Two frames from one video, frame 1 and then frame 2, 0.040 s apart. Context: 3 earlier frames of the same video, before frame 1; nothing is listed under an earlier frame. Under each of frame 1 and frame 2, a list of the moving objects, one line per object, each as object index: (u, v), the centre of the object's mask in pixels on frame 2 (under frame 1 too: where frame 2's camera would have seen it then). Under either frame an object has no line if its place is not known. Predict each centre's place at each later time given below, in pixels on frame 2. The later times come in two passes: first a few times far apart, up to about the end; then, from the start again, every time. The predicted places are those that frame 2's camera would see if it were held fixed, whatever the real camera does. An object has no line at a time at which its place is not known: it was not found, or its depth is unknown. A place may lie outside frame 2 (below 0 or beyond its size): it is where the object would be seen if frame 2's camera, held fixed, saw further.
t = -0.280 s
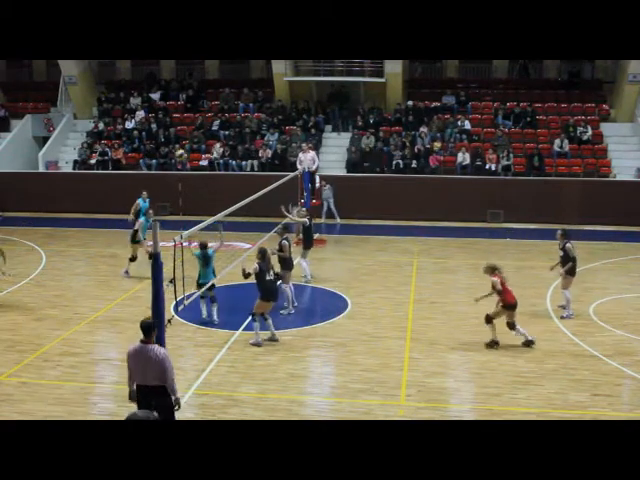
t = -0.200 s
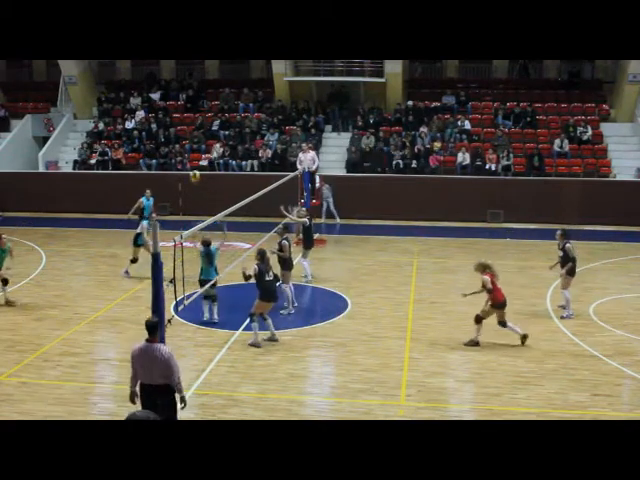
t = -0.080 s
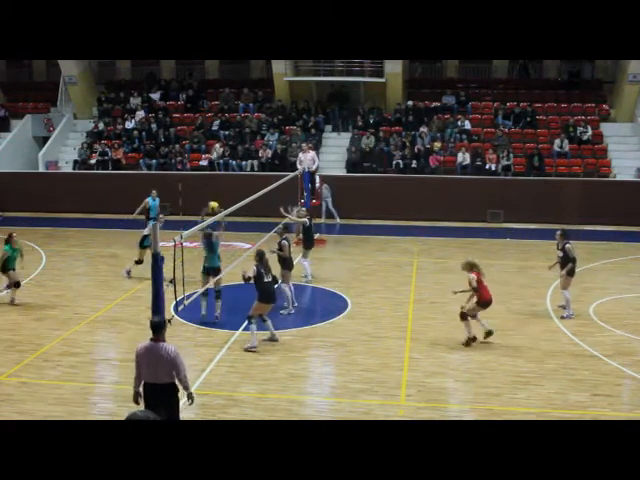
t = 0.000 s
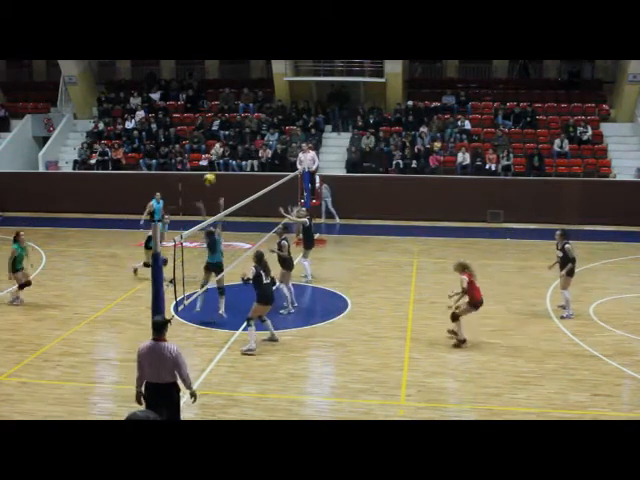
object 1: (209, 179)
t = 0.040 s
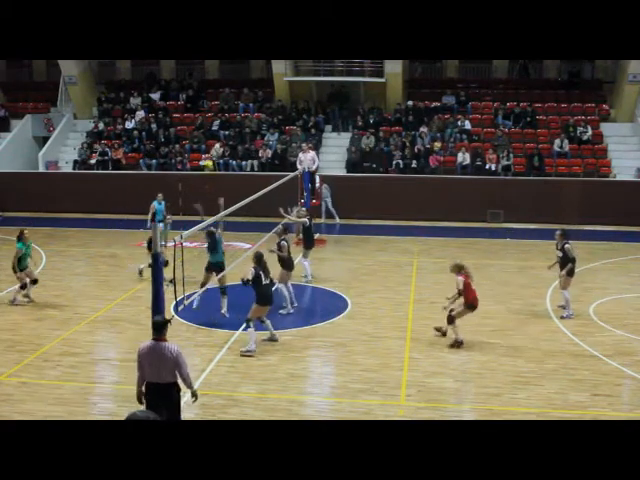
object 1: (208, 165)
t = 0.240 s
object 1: (198, 110)
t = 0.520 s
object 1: (185, 69)
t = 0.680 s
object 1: (178, 66)
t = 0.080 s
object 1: (206, 152)
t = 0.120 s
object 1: (204, 139)
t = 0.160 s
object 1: (201, 130)
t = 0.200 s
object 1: (200, 119)
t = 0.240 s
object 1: (198, 110)
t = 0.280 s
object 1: (197, 102)
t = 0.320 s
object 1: (194, 94)
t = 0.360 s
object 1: (192, 87)
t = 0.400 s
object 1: (190, 81)
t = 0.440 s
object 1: (189, 75)
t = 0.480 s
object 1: (187, 72)
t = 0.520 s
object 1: (185, 69)
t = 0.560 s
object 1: (183, 67)
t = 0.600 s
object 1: (182, 66)
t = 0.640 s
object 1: (180, 66)
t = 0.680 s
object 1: (178, 66)
